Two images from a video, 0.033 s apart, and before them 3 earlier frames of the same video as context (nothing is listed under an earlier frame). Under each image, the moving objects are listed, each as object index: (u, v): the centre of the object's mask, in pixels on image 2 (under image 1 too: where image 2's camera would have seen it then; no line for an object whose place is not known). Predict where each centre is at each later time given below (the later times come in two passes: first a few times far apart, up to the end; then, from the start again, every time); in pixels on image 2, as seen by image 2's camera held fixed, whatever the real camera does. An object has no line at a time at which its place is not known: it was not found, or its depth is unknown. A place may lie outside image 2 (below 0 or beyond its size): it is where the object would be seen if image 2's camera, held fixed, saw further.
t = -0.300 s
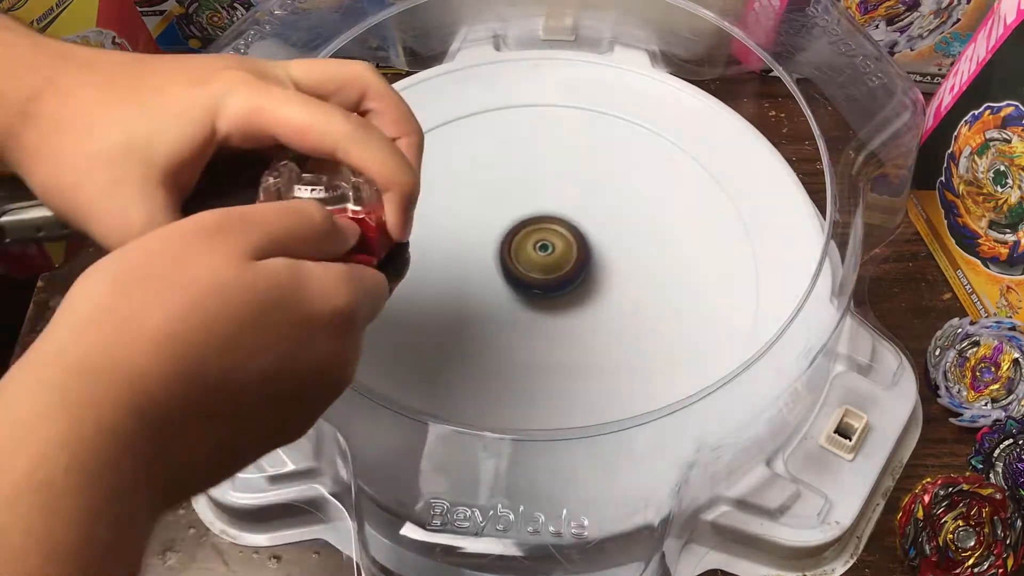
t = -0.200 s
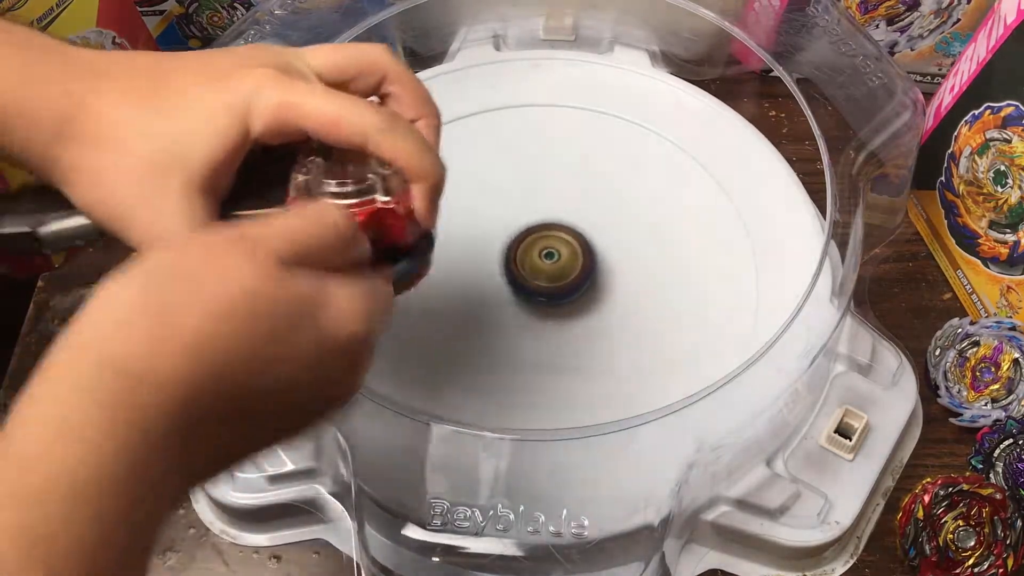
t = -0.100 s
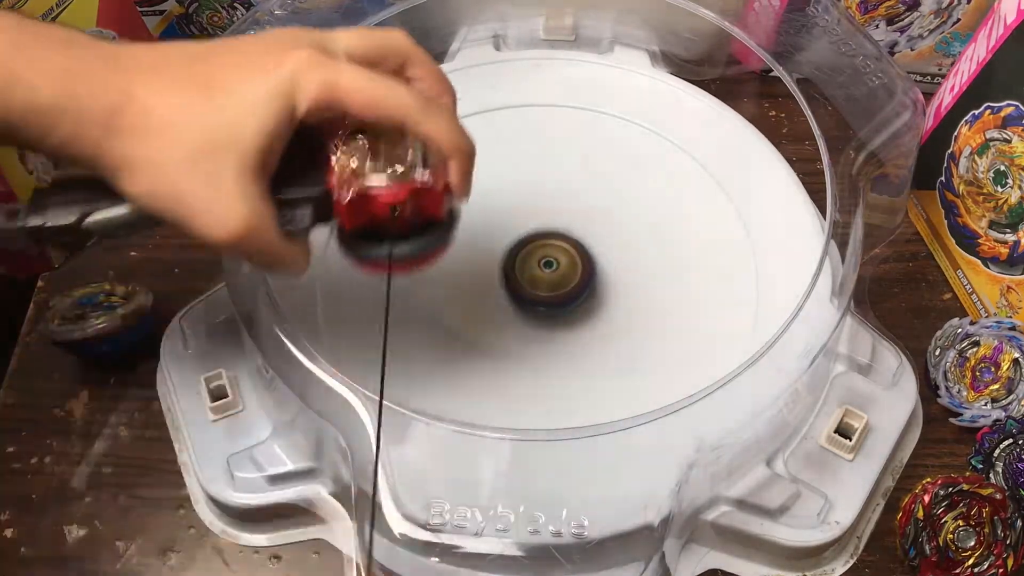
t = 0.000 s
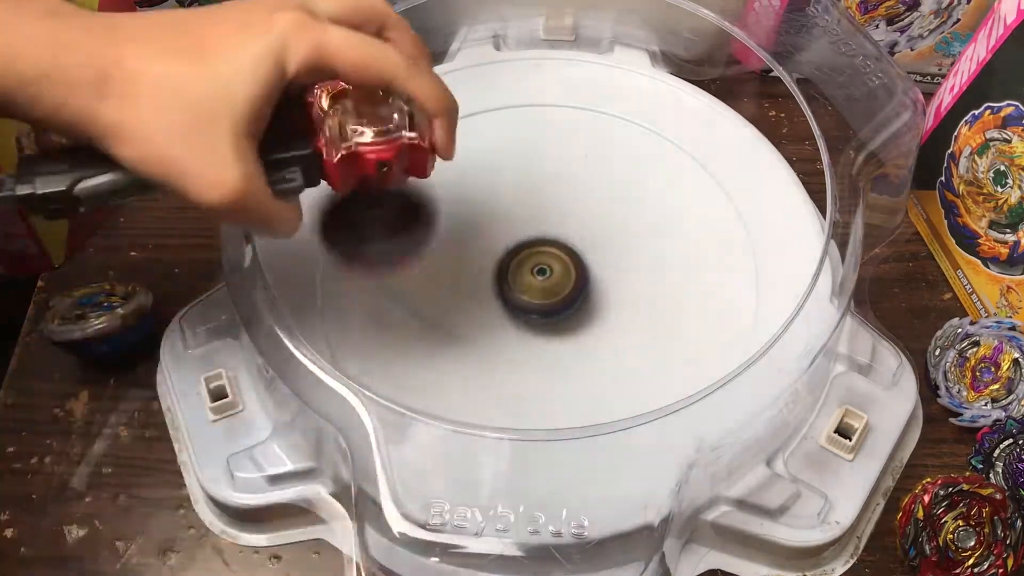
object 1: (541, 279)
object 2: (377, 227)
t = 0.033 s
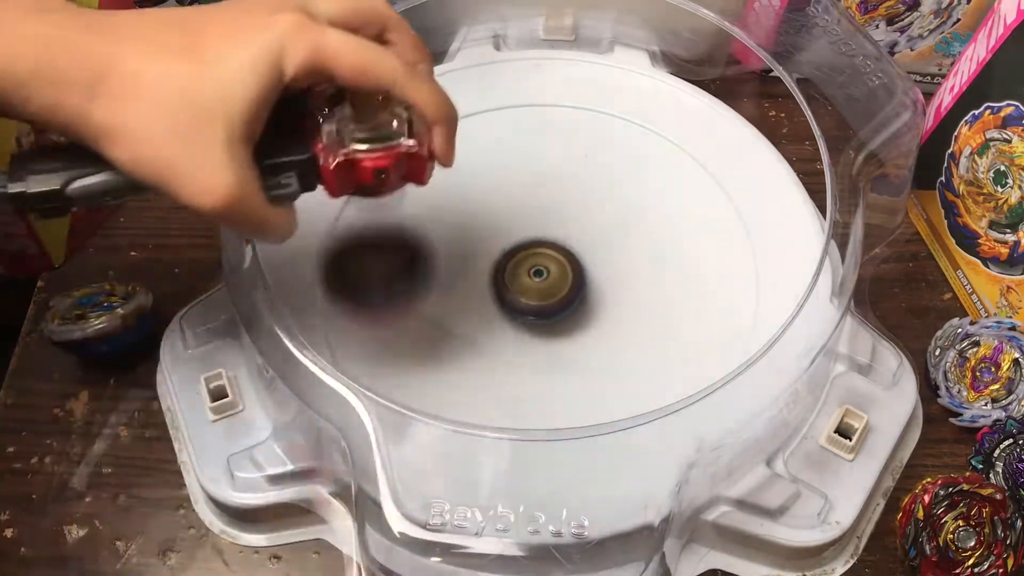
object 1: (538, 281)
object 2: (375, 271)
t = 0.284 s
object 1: (520, 277)
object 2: (551, 379)
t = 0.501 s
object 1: (527, 264)
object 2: (708, 238)
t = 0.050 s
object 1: (536, 282)
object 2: (376, 298)
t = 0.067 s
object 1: (534, 282)
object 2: (380, 322)
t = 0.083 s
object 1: (534, 283)
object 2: (386, 317)
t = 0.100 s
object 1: (532, 283)
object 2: (393, 316)
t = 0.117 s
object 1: (530, 283)
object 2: (403, 317)
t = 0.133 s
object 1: (529, 282)
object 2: (412, 320)
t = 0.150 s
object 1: (528, 282)
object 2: (423, 327)
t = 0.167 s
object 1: (527, 282)
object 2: (434, 337)
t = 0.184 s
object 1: (526, 281)
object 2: (447, 347)
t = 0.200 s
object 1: (524, 281)
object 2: (460, 364)
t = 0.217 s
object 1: (523, 281)
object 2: (473, 379)
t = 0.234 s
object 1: (522, 280)
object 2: (488, 391)
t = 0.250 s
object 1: (521, 279)
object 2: (507, 390)
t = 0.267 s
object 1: (521, 278)
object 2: (530, 384)
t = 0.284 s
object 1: (520, 277)
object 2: (551, 379)
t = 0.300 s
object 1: (520, 276)
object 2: (575, 374)
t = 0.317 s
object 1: (520, 275)
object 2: (595, 373)
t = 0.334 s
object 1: (520, 274)
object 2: (617, 372)
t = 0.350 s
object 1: (520, 273)
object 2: (634, 370)
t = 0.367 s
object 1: (520, 272)
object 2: (648, 357)
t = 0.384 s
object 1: (520, 271)
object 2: (663, 342)
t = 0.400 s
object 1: (521, 269)
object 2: (676, 328)
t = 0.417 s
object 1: (522, 269)
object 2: (687, 316)
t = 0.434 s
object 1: (522, 268)
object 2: (697, 306)
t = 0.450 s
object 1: (523, 267)
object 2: (702, 290)
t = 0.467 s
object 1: (524, 266)
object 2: (707, 271)
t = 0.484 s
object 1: (526, 265)
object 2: (709, 253)
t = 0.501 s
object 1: (527, 264)
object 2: (708, 238)
